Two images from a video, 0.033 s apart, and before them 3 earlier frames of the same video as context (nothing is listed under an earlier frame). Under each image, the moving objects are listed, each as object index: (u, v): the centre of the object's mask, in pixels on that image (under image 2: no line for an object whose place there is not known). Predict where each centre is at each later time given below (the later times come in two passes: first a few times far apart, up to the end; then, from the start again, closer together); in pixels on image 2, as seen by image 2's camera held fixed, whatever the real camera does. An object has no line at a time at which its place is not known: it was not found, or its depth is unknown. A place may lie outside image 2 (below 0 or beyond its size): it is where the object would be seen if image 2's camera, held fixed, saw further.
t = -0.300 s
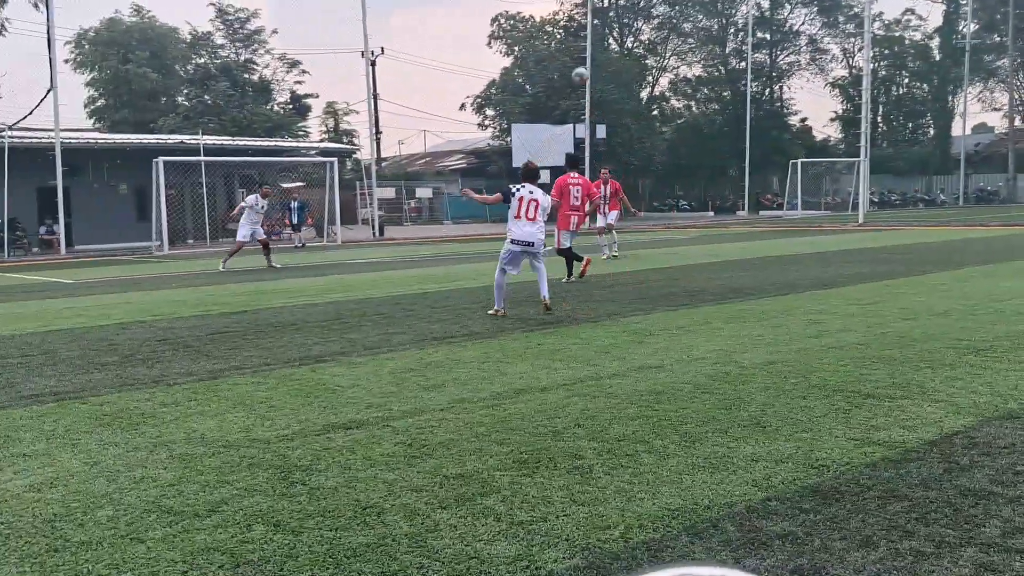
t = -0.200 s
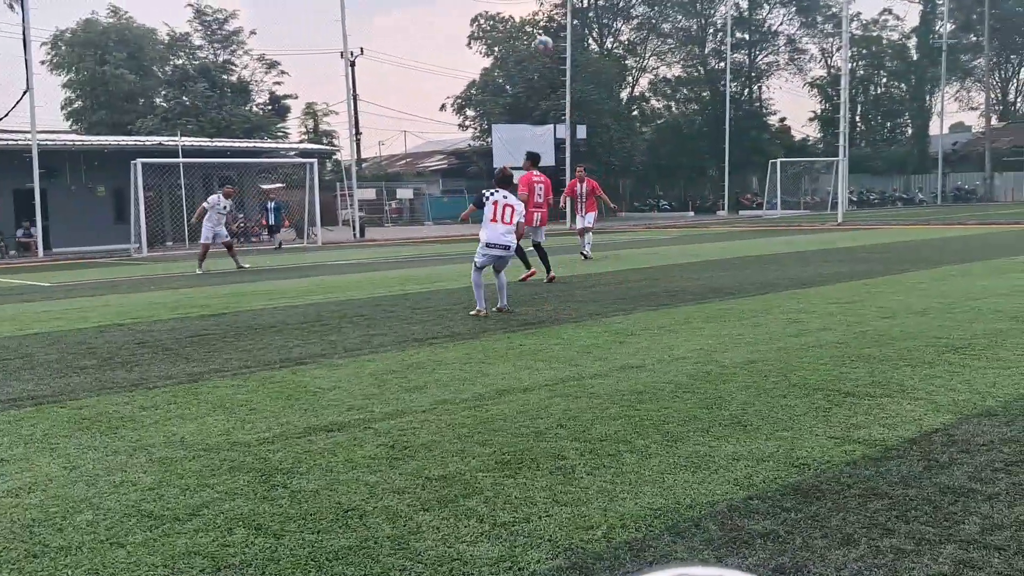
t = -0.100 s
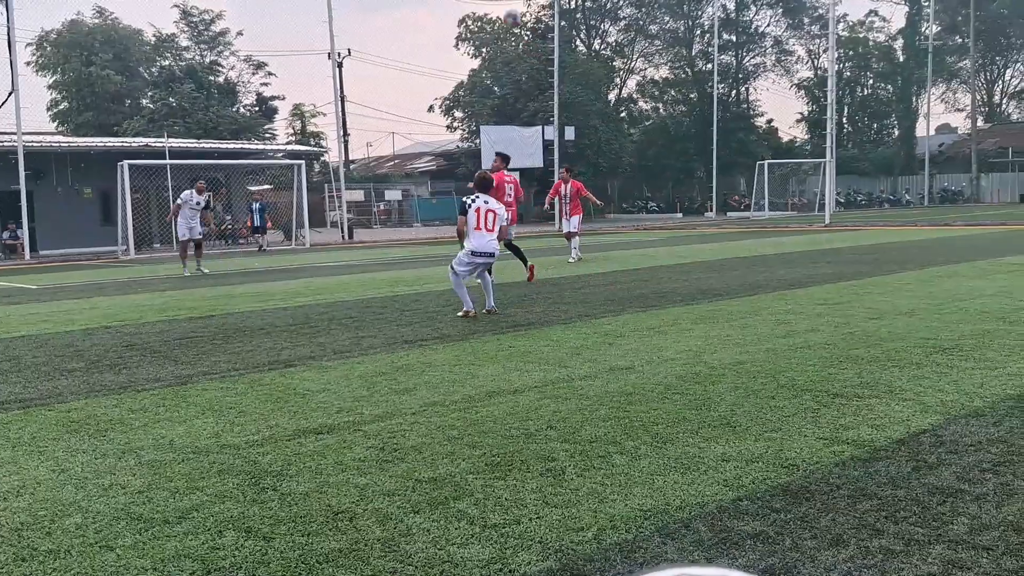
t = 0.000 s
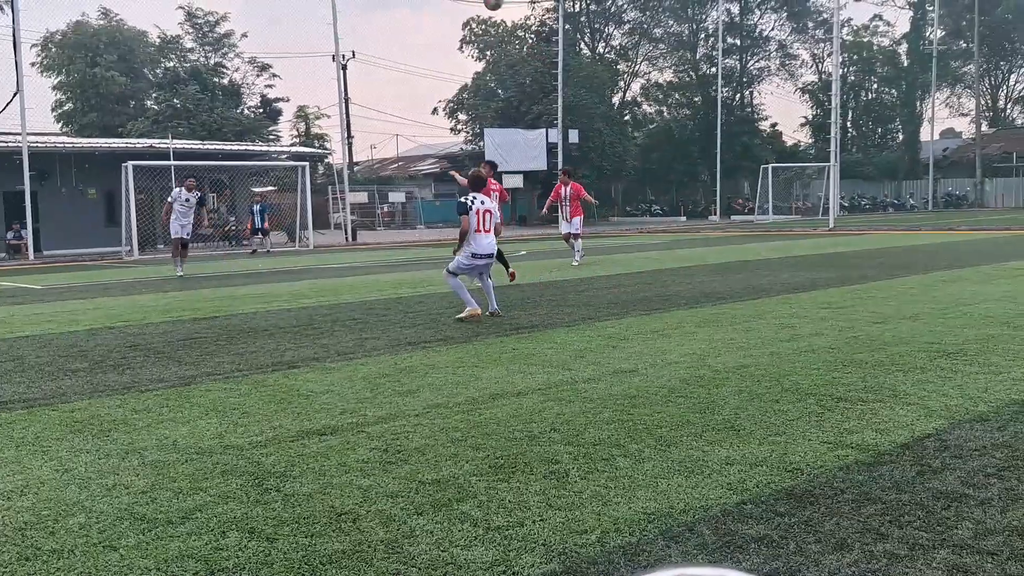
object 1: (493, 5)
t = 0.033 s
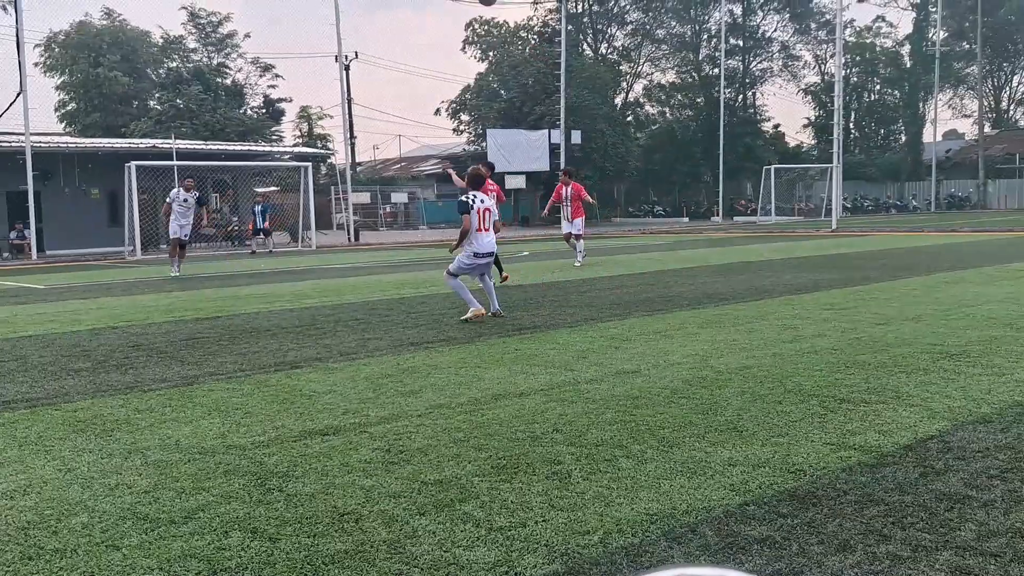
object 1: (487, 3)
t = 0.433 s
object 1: (340, 20)
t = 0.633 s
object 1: (214, 141)
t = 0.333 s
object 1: (387, 0)
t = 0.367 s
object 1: (372, 3)
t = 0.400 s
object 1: (357, 8)
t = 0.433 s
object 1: (340, 20)
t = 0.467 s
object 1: (323, 33)
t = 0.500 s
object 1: (304, 49)
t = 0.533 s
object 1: (284, 68)
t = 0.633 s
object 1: (214, 141)
